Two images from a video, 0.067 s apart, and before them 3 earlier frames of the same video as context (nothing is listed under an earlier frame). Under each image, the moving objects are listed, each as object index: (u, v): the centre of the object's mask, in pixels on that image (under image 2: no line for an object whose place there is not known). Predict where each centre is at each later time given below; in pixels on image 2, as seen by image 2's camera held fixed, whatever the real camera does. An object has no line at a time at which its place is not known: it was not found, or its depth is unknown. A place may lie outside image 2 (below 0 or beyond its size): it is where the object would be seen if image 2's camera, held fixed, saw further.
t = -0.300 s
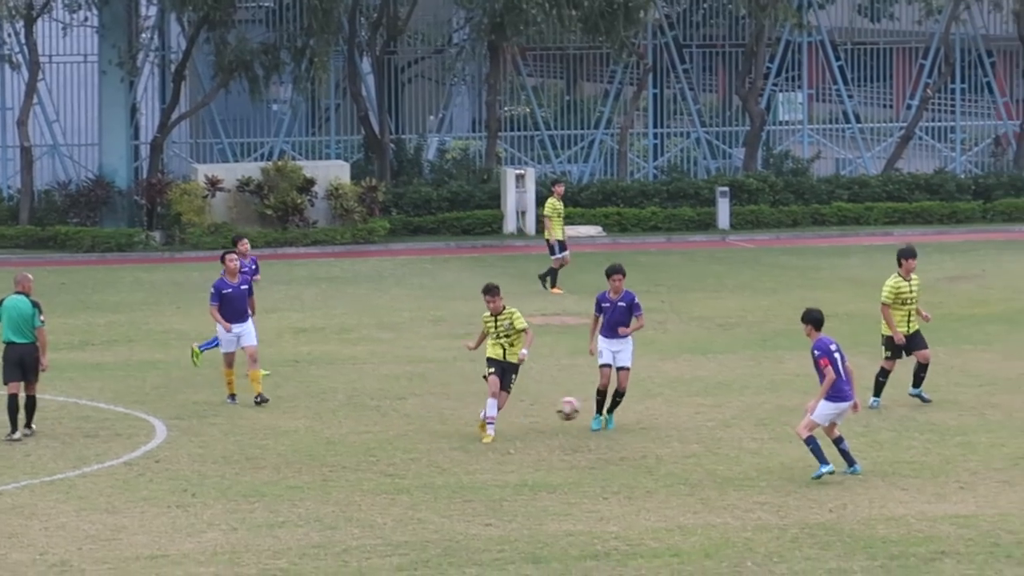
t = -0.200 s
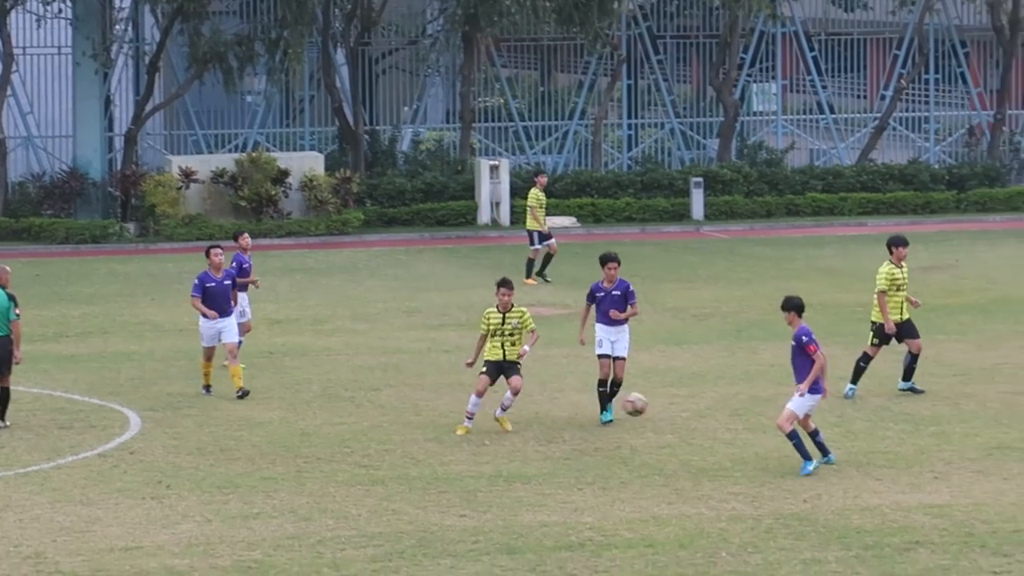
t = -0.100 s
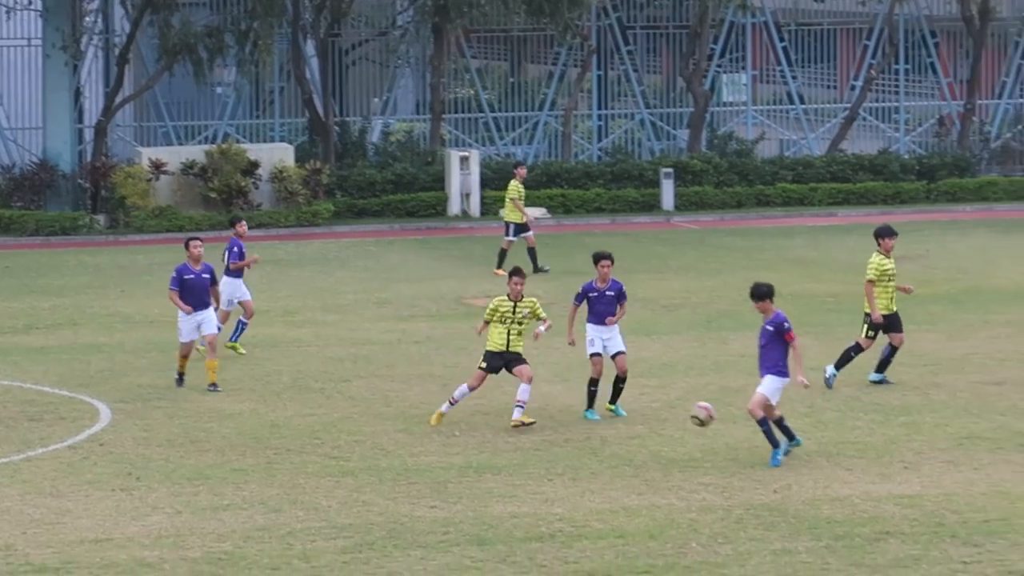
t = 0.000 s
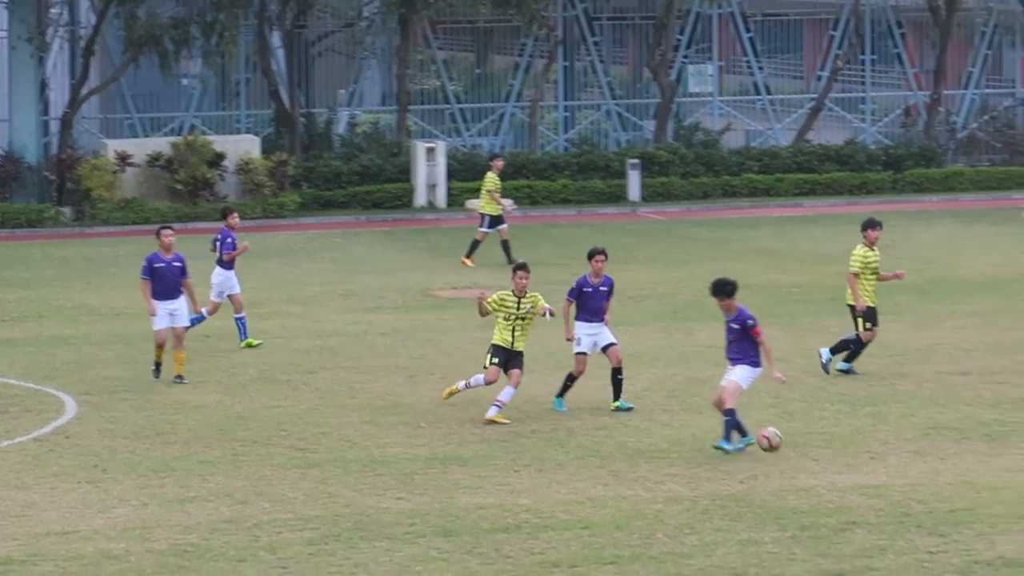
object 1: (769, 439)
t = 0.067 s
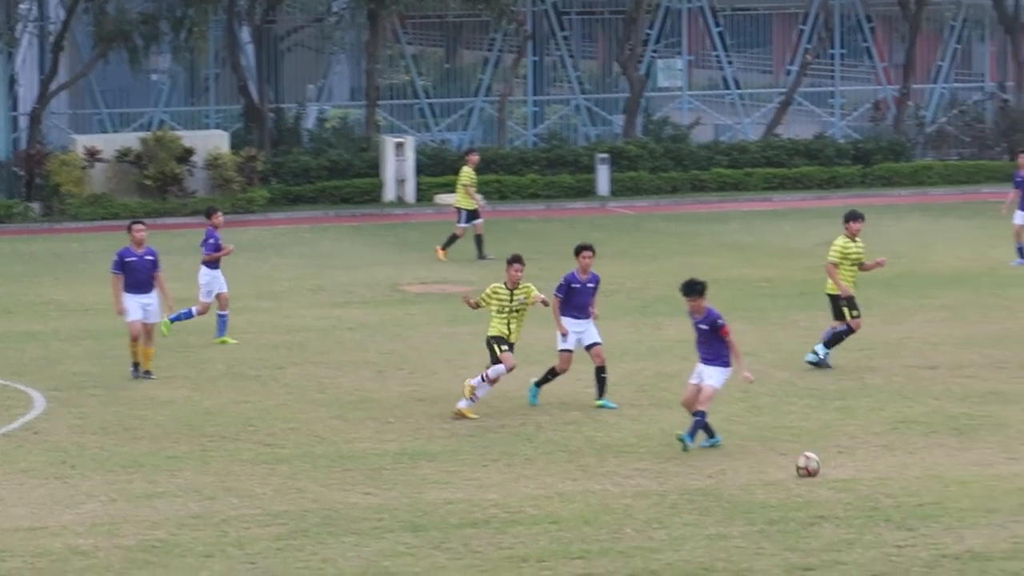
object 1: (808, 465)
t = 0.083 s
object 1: (822, 465)
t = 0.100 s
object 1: (835, 463)
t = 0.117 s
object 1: (848, 460)
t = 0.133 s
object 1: (861, 458)
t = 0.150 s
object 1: (874, 456)
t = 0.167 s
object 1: (888, 455)
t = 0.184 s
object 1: (901, 454)
